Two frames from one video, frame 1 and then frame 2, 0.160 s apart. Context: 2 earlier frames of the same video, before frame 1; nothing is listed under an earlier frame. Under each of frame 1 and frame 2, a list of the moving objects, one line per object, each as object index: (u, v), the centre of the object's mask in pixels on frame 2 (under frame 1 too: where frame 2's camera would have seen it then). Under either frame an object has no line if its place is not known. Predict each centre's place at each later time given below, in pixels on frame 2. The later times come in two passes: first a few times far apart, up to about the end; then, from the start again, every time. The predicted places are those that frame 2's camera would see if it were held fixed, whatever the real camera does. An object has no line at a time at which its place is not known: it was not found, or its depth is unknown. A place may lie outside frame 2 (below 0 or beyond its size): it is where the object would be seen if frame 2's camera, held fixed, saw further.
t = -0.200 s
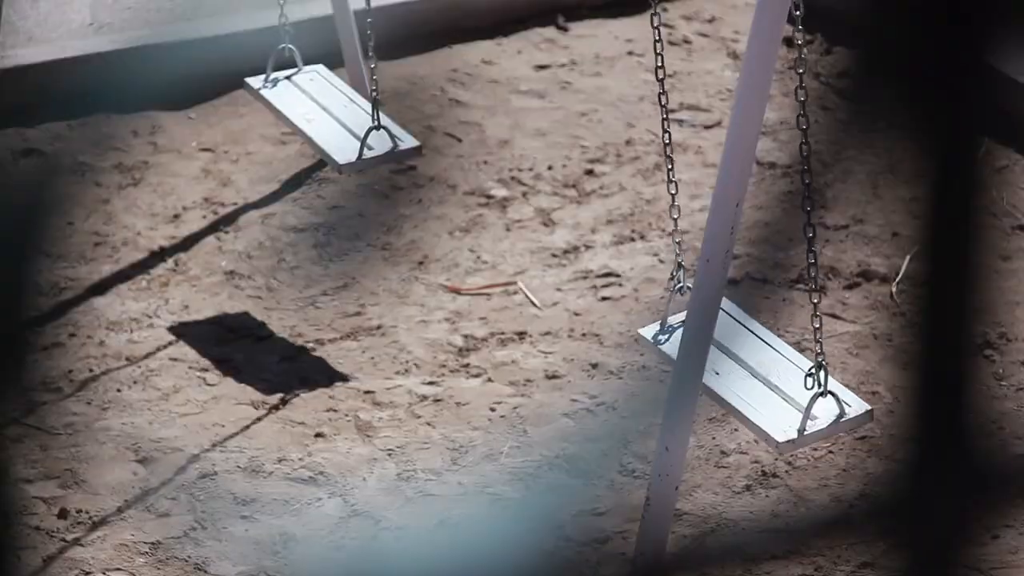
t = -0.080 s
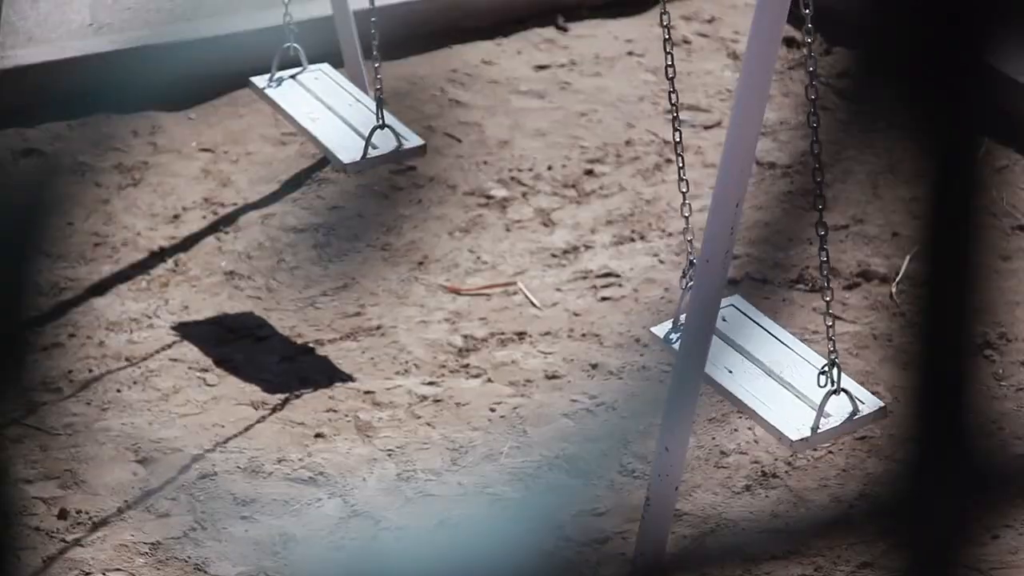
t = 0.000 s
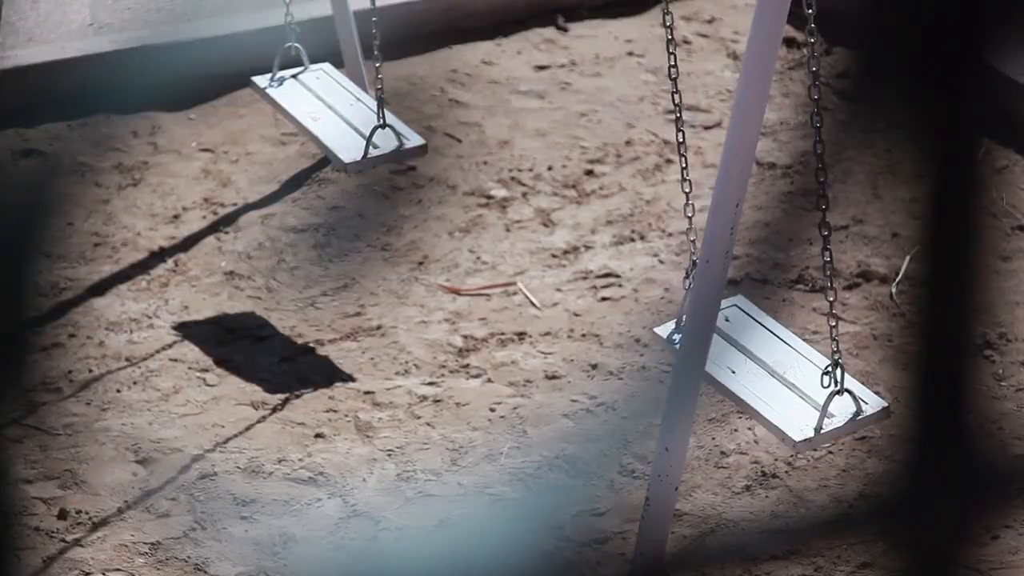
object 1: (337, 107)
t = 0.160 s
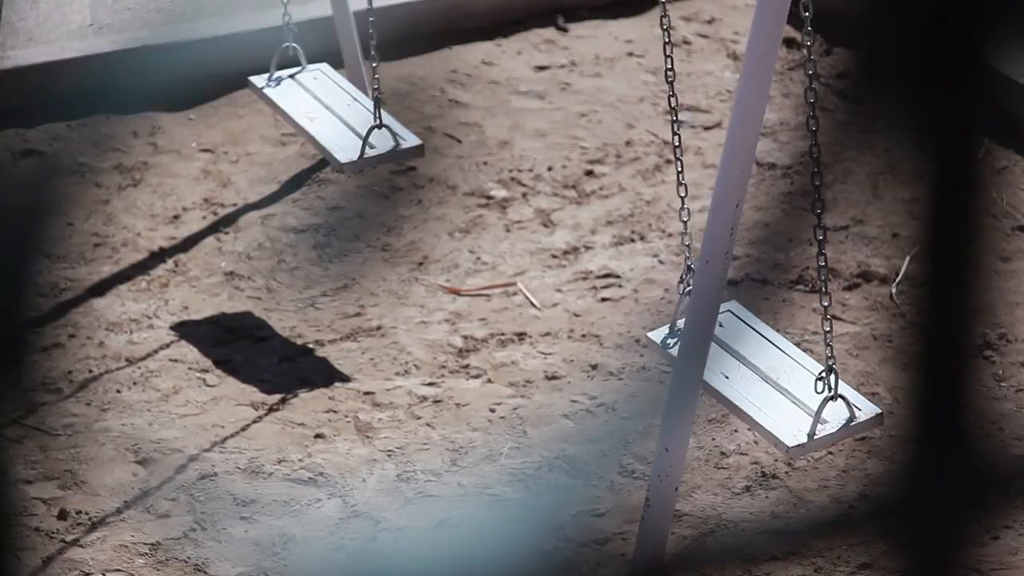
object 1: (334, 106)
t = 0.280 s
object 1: (327, 106)
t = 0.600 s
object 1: (294, 109)
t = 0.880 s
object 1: (259, 112)
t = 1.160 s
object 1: (233, 114)
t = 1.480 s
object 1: (225, 116)
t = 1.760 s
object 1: (241, 117)
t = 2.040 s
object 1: (272, 115)
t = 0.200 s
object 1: (332, 107)
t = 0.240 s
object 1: (329, 107)
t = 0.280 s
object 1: (327, 106)
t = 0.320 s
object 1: (323, 107)
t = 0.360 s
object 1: (320, 107)
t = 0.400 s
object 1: (316, 107)
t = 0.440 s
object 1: (312, 107)
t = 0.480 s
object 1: (308, 108)
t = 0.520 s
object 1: (303, 108)
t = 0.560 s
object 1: (299, 109)
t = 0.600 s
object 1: (294, 109)
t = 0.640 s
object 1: (289, 110)
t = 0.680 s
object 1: (284, 110)
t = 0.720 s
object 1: (279, 110)
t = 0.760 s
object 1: (274, 111)
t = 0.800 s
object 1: (269, 111)
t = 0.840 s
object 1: (264, 112)
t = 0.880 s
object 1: (259, 112)
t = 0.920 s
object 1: (255, 112)
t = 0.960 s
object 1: (251, 113)
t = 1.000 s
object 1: (246, 113)
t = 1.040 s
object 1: (243, 113)
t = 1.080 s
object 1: (239, 114)
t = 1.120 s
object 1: (236, 114)
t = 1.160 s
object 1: (233, 114)
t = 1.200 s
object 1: (231, 115)
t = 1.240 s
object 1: (228, 115)
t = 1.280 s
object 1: (227, 115)
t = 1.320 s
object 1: (226, 115)
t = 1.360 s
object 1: (225, 116)
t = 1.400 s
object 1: (225, 116)
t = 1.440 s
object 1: (225, 116)
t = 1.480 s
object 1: (225, 116)
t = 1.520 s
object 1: (227, 116)
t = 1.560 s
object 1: (228, 116)
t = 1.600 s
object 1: (230, 116)
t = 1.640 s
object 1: (232, 117)
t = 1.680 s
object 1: (235, 117)
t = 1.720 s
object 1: (238, 117)
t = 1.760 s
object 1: (241, 117)
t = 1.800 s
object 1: (245, 117)
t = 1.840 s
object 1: (249, 117)
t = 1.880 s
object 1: (253, 116)
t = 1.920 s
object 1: (258, 116)
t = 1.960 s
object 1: (262, 116)
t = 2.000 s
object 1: (267, 115)
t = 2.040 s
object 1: (272, 115)
